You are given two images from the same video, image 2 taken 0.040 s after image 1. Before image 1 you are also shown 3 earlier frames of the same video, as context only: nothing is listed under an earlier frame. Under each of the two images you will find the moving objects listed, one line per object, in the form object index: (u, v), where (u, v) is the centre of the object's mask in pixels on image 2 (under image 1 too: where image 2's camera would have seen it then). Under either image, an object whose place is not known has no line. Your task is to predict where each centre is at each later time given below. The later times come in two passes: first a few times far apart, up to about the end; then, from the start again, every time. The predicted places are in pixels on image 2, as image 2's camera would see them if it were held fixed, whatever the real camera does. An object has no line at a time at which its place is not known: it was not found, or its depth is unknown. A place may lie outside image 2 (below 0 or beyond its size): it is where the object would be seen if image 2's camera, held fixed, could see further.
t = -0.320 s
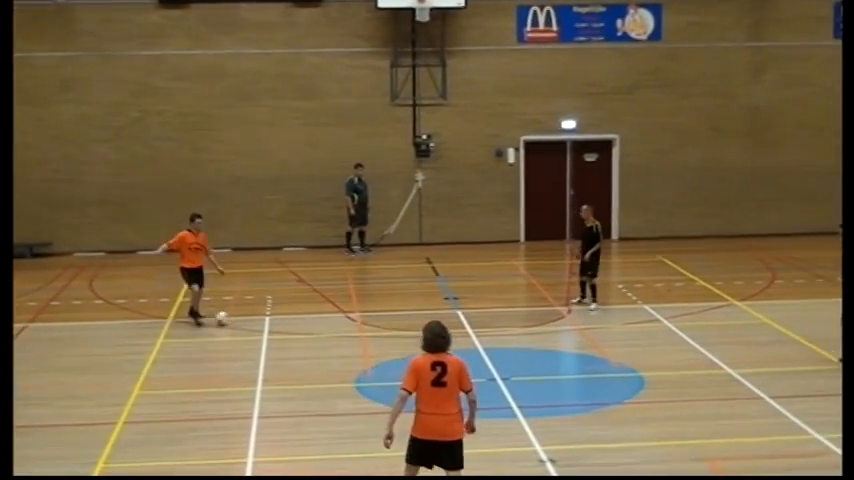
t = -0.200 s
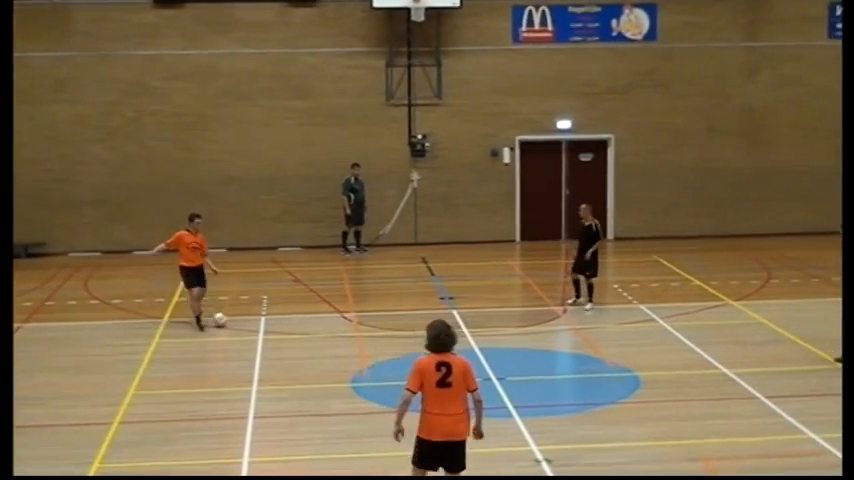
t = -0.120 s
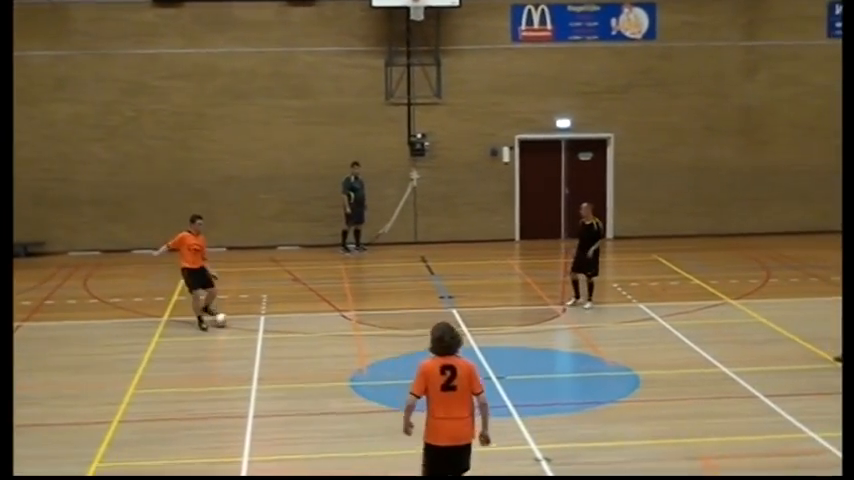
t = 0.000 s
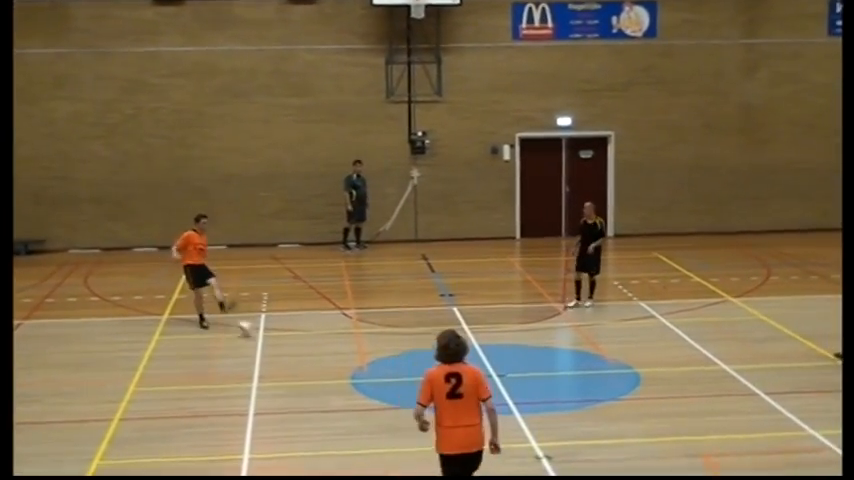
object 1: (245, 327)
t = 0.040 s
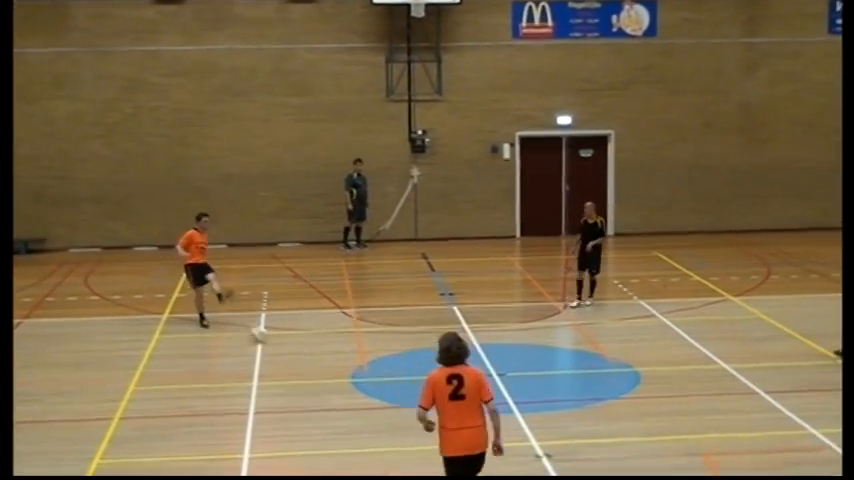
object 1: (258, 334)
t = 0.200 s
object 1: (312, 362)
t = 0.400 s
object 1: (383, 398)
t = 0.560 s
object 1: (445, 430)
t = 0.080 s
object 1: (272, 342)
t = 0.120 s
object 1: (284, 347)
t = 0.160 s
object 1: (299, 355)
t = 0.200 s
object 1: (312, 362)
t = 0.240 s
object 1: (325, 369)
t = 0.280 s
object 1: (339, 375)
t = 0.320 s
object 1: (354, 383)
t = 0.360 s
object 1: (367, 390)
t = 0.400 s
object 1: (383, 398)
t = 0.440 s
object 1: (399, 405)
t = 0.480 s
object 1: (413, 414)
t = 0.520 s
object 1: (429, 422)
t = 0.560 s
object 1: (445, 430)
